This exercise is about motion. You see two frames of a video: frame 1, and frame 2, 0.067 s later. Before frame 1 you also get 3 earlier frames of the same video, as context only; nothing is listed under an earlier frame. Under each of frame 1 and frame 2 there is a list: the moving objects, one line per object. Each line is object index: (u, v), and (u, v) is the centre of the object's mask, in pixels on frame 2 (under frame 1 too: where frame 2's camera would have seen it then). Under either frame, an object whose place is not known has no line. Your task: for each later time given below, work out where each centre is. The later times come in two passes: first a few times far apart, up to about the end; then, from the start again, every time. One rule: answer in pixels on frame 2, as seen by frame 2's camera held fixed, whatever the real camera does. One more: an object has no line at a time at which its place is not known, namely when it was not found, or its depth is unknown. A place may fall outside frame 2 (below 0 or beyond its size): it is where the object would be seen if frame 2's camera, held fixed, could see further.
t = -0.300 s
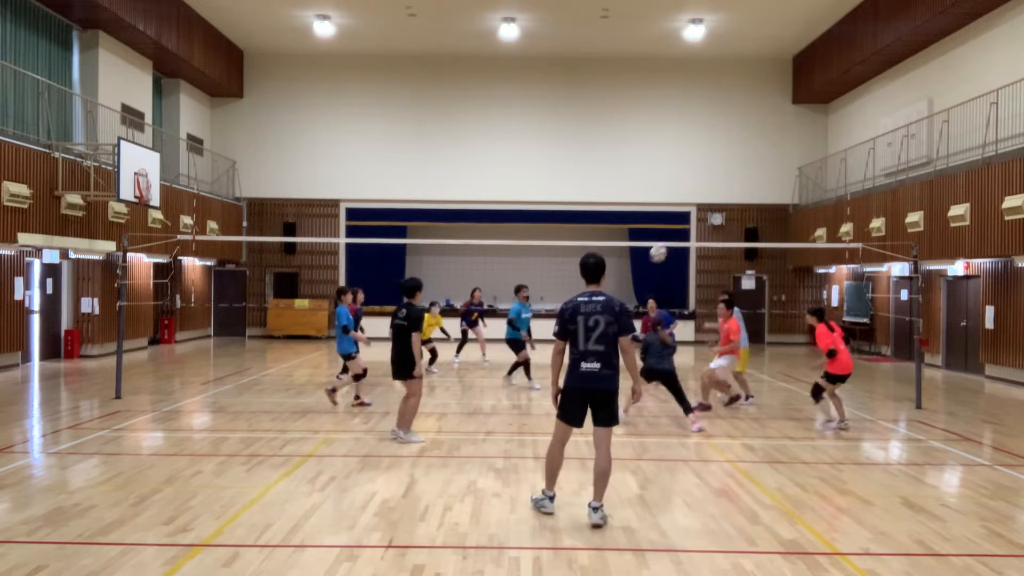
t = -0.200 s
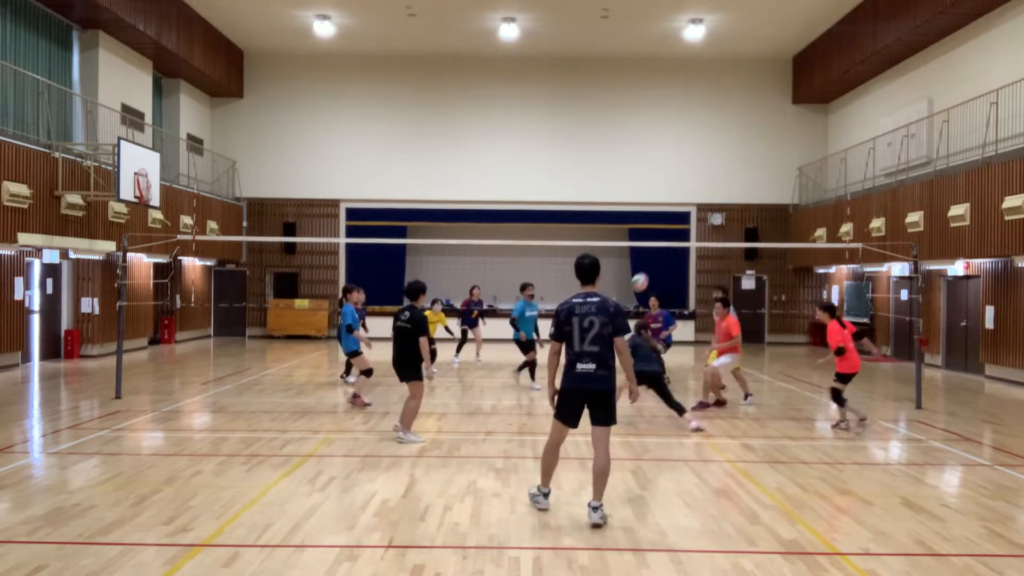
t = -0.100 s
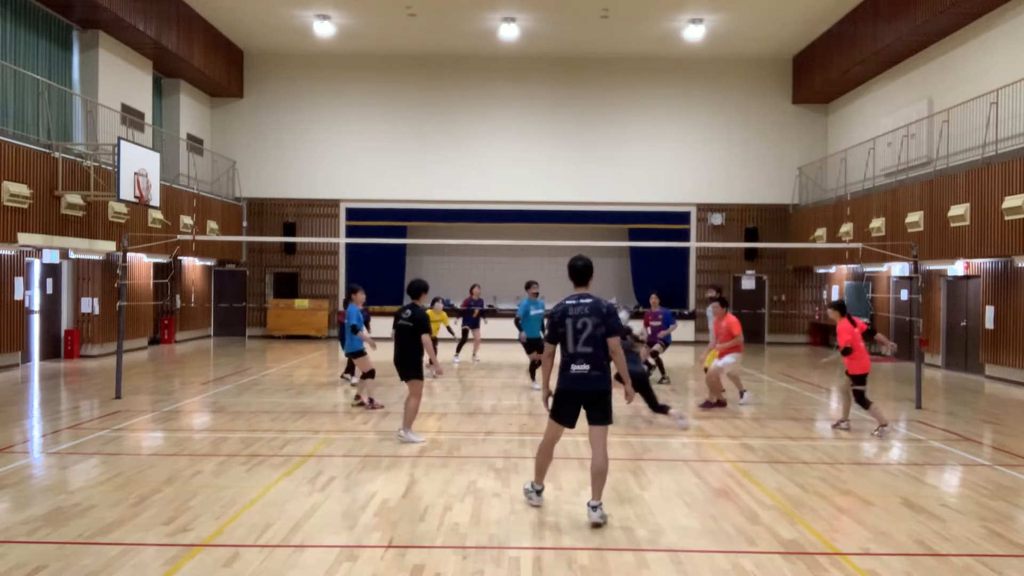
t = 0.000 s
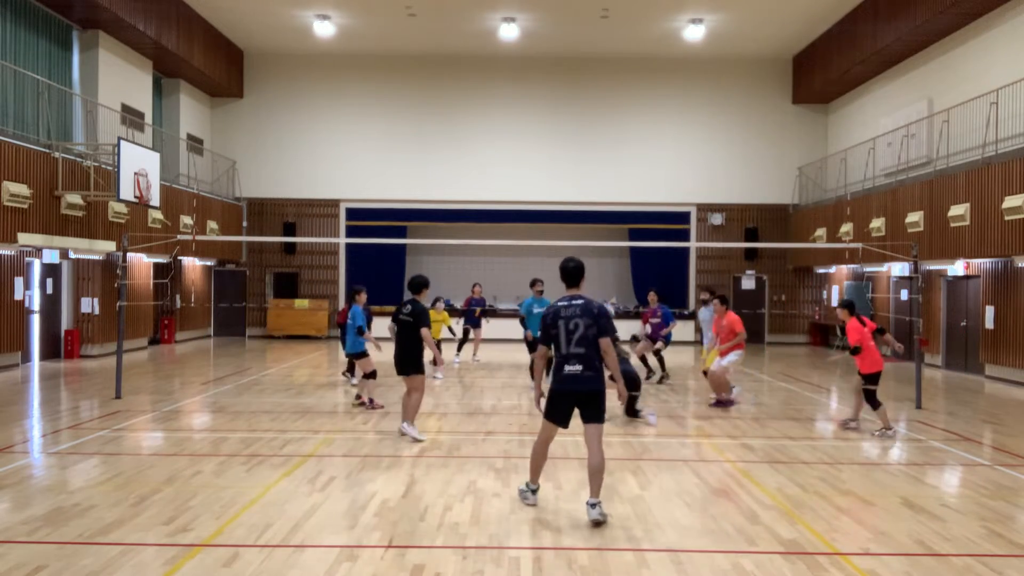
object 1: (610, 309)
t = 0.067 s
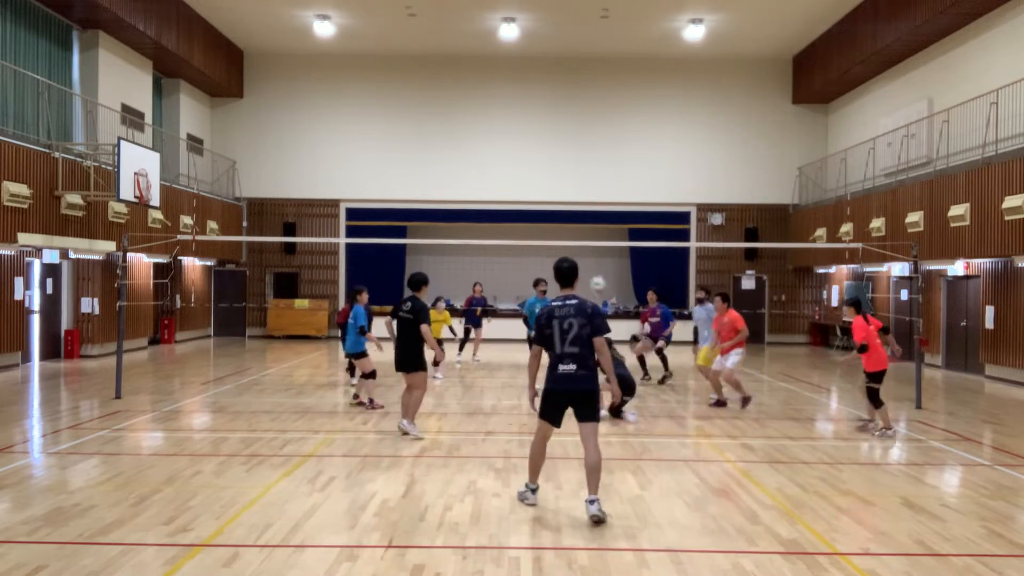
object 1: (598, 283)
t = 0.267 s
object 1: (574, 218)
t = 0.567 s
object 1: (535, 176)
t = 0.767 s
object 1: (507, 188)
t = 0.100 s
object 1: (594, 270)
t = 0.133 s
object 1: (590, 260)
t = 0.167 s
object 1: (587, 247)
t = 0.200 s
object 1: (582, 238)
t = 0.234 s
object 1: (578, 228)
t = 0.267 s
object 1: (574, 218)
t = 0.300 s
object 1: (571, 212)
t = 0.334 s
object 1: (567, 204)
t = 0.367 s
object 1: (562, 196)
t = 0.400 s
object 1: (558, 191)
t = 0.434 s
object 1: (553, 186)
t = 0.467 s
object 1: (549, 183)
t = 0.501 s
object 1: (545, 179)
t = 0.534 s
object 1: (540, 177)
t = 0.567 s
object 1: (535, 176)
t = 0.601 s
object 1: (531, 175)
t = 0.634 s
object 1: (526, 176)
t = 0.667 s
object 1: (521, 178)
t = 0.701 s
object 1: (517, 180)
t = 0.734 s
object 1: (512, 184)
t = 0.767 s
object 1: (507, 188)
